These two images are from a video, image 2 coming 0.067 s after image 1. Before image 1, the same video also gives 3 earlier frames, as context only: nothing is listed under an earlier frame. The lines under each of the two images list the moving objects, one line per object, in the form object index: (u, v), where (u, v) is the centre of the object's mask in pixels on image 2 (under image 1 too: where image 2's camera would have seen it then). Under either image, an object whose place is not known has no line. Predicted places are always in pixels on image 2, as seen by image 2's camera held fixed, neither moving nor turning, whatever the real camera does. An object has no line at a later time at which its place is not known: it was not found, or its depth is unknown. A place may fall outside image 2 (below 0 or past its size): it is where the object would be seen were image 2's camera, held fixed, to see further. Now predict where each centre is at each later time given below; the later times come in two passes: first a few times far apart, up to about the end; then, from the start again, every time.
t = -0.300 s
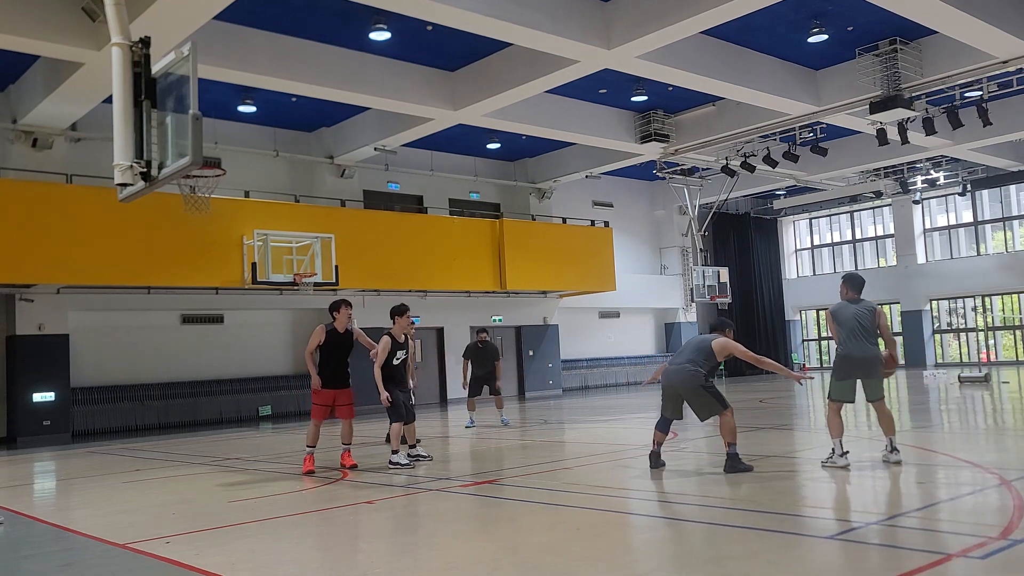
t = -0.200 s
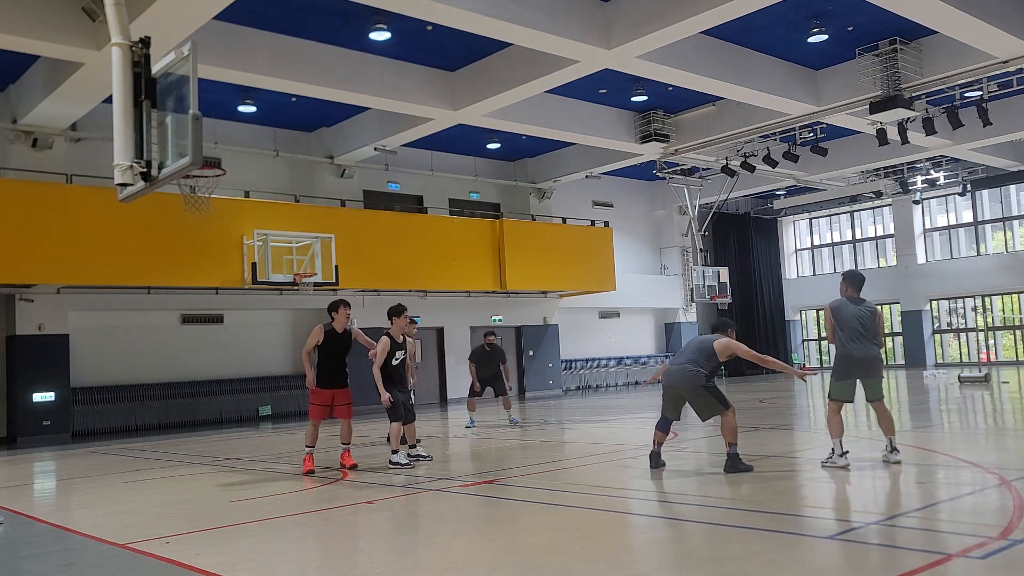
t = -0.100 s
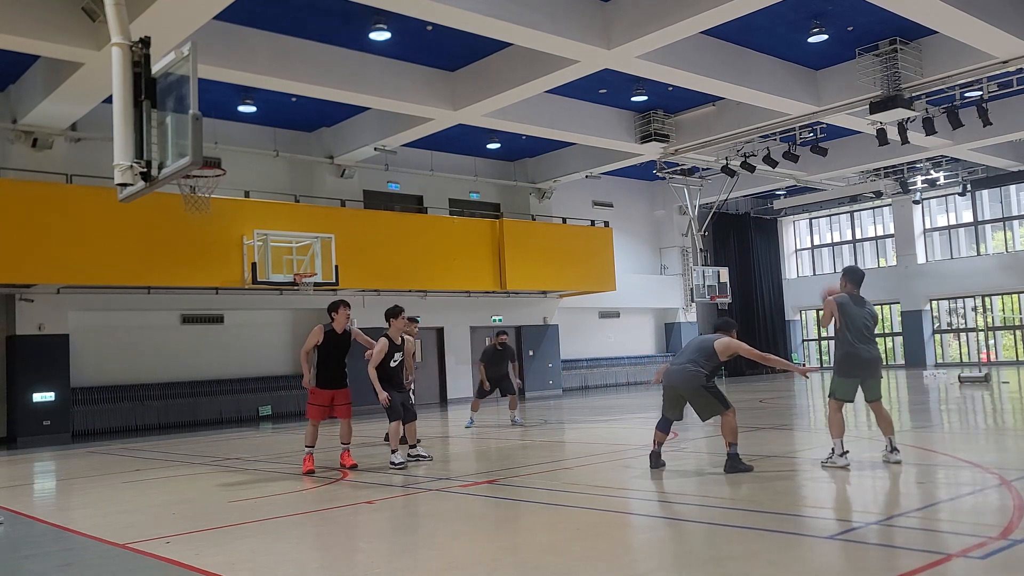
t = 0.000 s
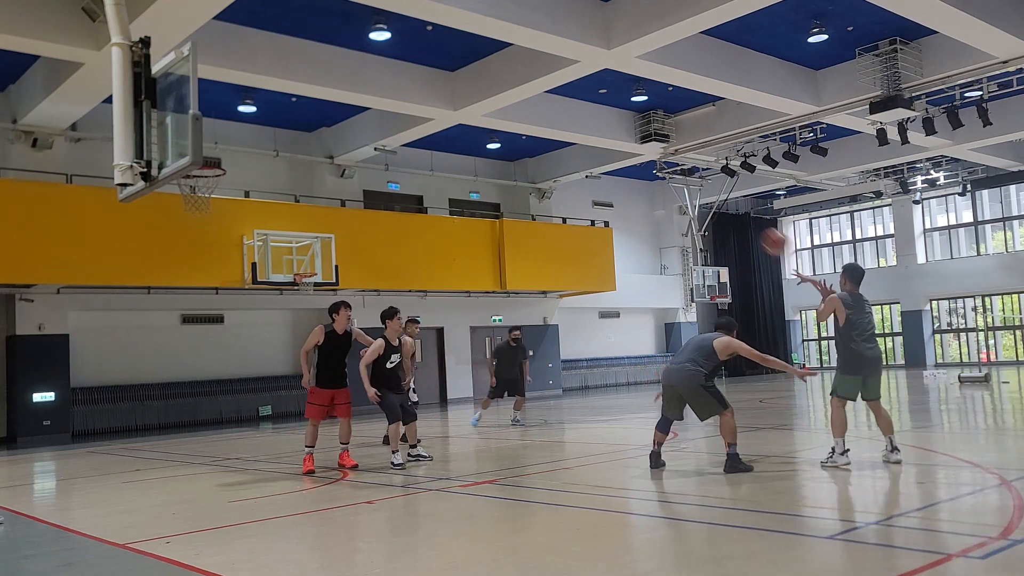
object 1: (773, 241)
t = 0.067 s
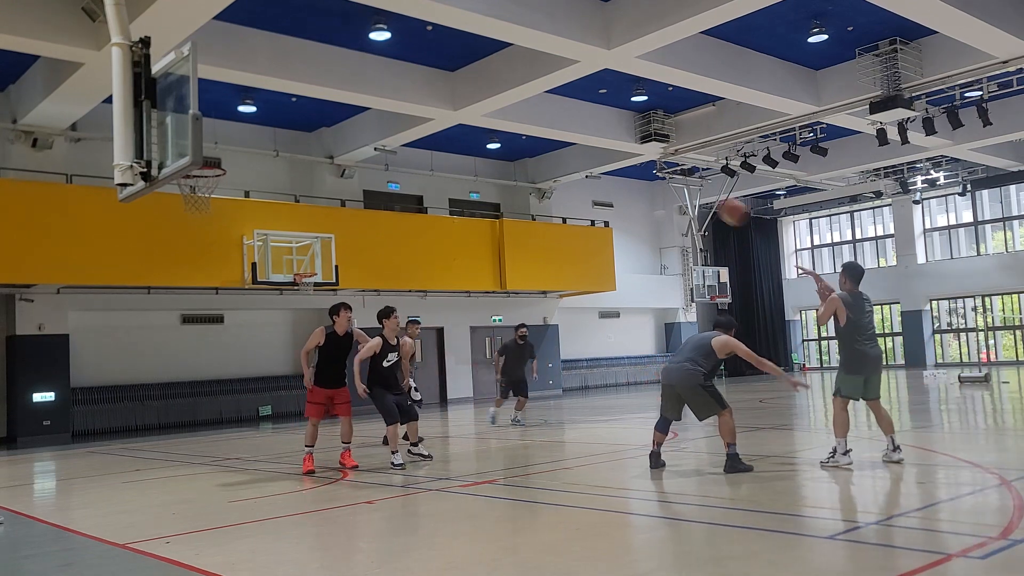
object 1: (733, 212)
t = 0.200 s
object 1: (649, 164)
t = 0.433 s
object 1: (514, 123)
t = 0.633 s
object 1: (407, 131)
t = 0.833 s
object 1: (308, 175)
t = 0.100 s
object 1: (710, 197)
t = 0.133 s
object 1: (690, 183)
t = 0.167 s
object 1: (668, 173)
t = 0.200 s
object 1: (649, 164)
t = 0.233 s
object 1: (628, 155)
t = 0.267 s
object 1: (608, 145)
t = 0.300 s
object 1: (589, 140)
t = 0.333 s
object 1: (569, 134)
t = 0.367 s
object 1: (551, 128)
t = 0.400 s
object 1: (532, 125)
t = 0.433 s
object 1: (514, 123)
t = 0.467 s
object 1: (495, 122)
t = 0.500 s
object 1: (477, 123)
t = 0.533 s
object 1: (460, 124)
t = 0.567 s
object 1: (442, 125)
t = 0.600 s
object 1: (425, 128)
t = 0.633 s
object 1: (407, 131)
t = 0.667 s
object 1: (391, 137)
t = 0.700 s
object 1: (373, 142)
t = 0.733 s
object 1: (357, 149)
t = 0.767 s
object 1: (340, 157)
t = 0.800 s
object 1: (324, 165)
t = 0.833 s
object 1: (308, 175)
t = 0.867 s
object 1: (292, 186)
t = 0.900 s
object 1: (276, 198)
